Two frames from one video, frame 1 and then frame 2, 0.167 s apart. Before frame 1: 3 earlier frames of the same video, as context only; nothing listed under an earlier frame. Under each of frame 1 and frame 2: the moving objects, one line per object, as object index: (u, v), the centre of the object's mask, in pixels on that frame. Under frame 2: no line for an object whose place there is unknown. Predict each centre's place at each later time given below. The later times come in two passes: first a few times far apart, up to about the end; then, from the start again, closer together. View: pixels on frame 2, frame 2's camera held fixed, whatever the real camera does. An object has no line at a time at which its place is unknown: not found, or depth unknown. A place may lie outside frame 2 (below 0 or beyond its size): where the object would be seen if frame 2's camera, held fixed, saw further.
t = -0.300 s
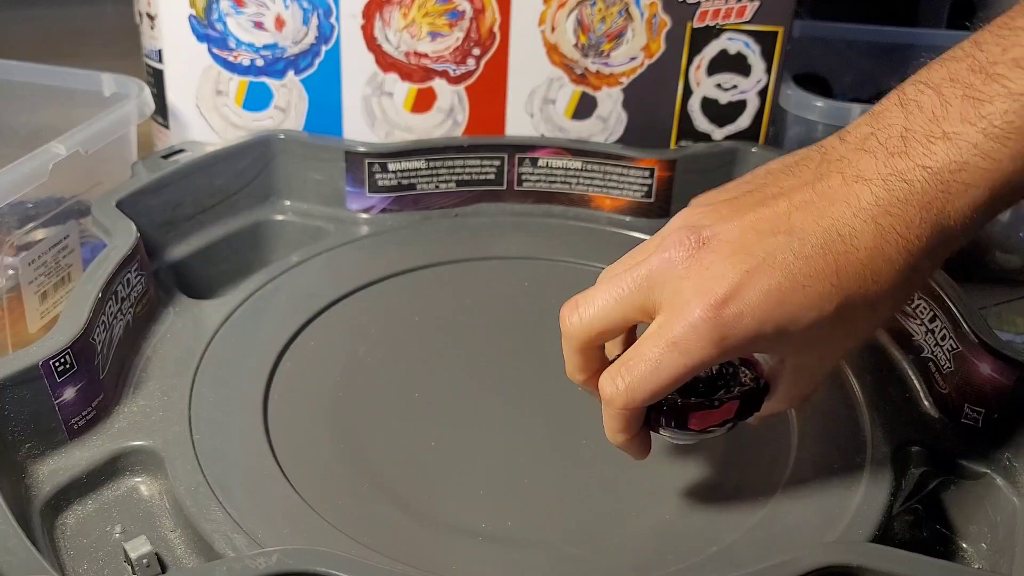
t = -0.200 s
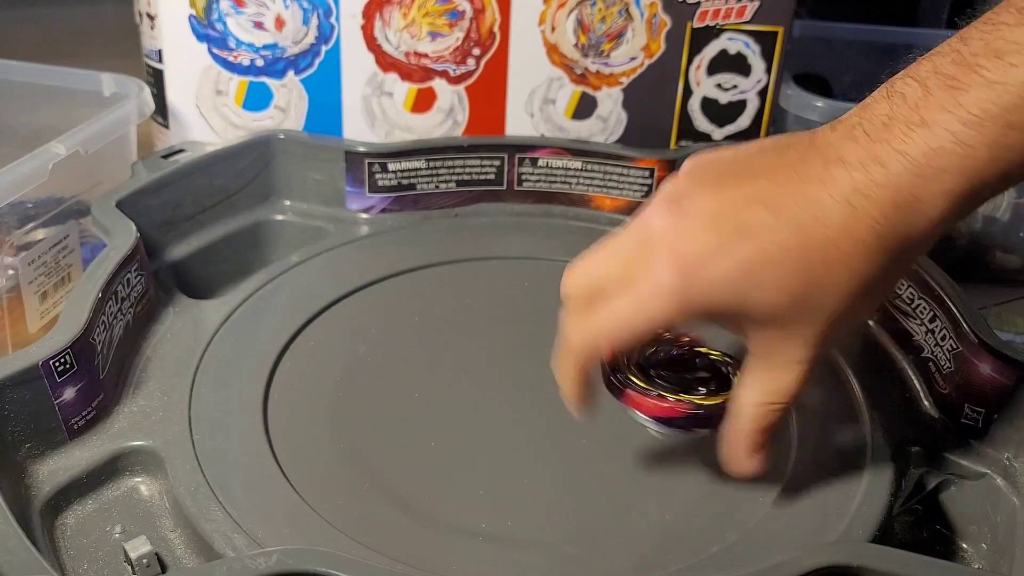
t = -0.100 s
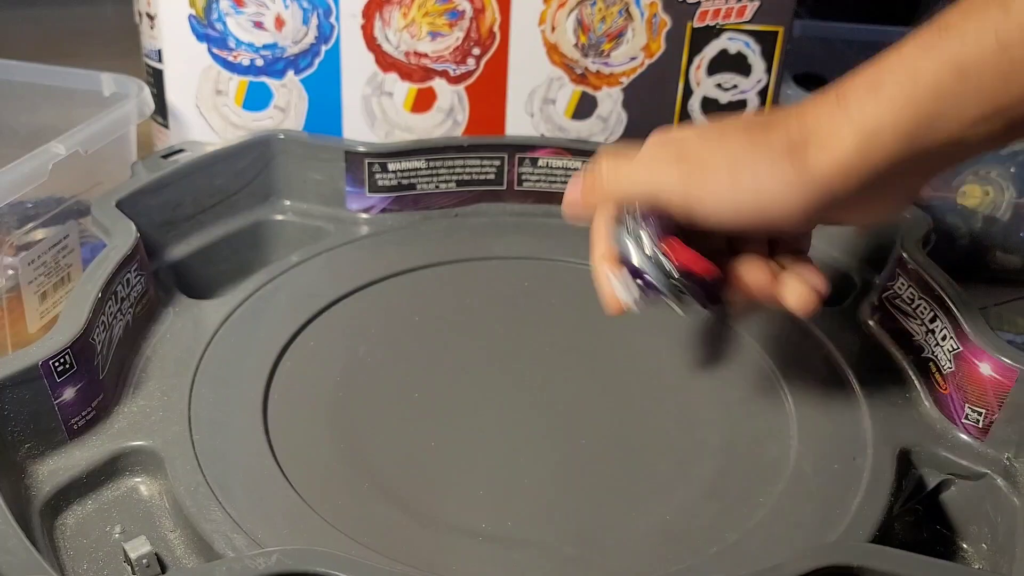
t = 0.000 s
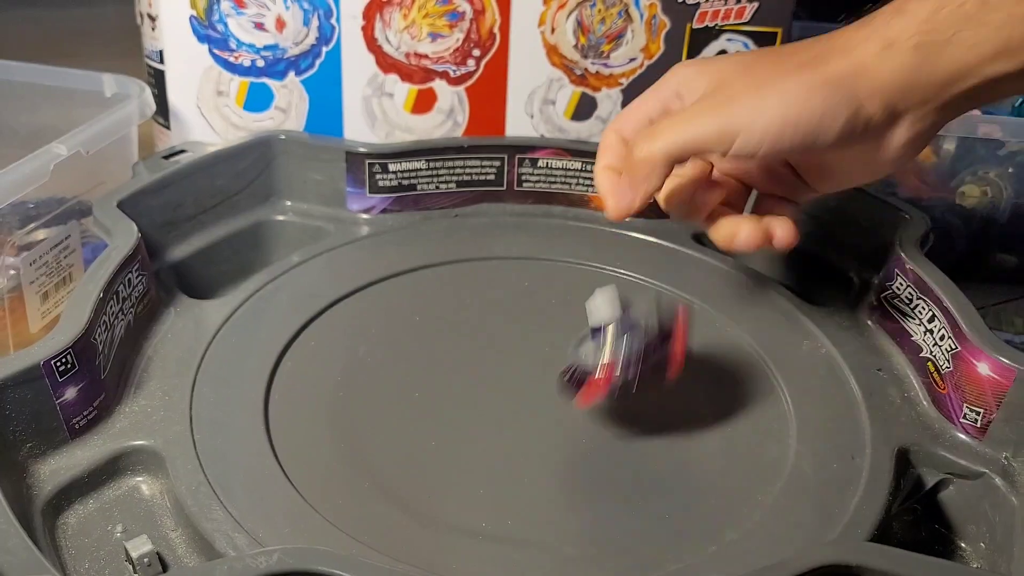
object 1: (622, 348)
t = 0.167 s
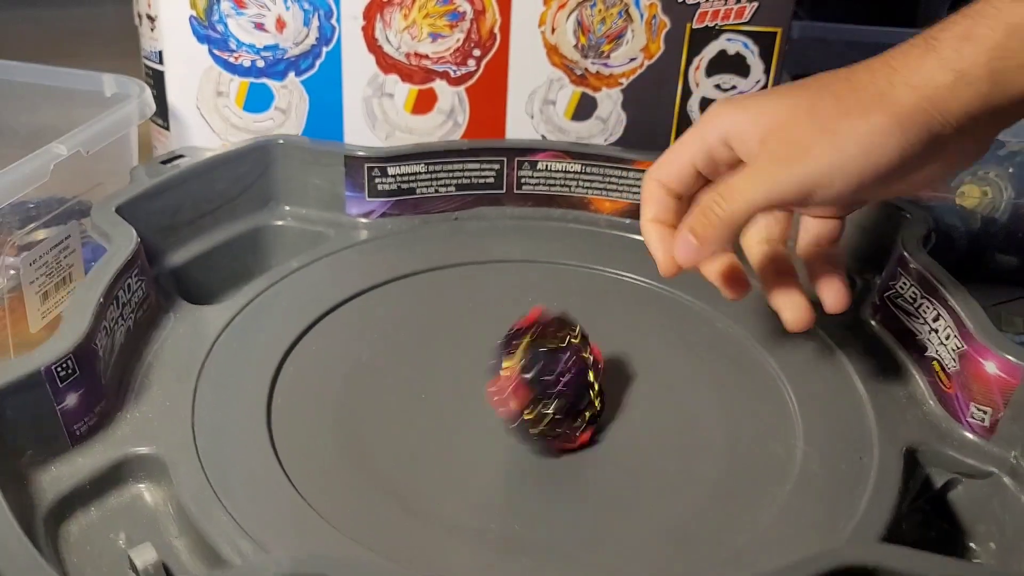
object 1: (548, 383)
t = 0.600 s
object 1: (459, 421)
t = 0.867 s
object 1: (487, 413)
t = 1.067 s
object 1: (509, 415)
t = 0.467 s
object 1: (460, 412)
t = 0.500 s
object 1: (456, 417)
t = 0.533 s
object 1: (452, 420)
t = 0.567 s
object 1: (452, 417)
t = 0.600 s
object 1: (459, 421)
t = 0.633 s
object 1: (463, 419)
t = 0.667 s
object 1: (470, 420)
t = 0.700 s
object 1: (476, 420)
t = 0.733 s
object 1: (484, 418)
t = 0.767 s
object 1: (484, 418)
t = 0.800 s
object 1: (484, 416)
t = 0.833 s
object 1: (485, 415)
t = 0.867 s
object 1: (487, 413)
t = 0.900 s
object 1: (492, 415)
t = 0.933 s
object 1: (495, 416)
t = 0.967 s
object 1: (497, 414)
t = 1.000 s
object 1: (501, 416)
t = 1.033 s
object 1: (505, 417)
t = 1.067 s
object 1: (509, 415)
